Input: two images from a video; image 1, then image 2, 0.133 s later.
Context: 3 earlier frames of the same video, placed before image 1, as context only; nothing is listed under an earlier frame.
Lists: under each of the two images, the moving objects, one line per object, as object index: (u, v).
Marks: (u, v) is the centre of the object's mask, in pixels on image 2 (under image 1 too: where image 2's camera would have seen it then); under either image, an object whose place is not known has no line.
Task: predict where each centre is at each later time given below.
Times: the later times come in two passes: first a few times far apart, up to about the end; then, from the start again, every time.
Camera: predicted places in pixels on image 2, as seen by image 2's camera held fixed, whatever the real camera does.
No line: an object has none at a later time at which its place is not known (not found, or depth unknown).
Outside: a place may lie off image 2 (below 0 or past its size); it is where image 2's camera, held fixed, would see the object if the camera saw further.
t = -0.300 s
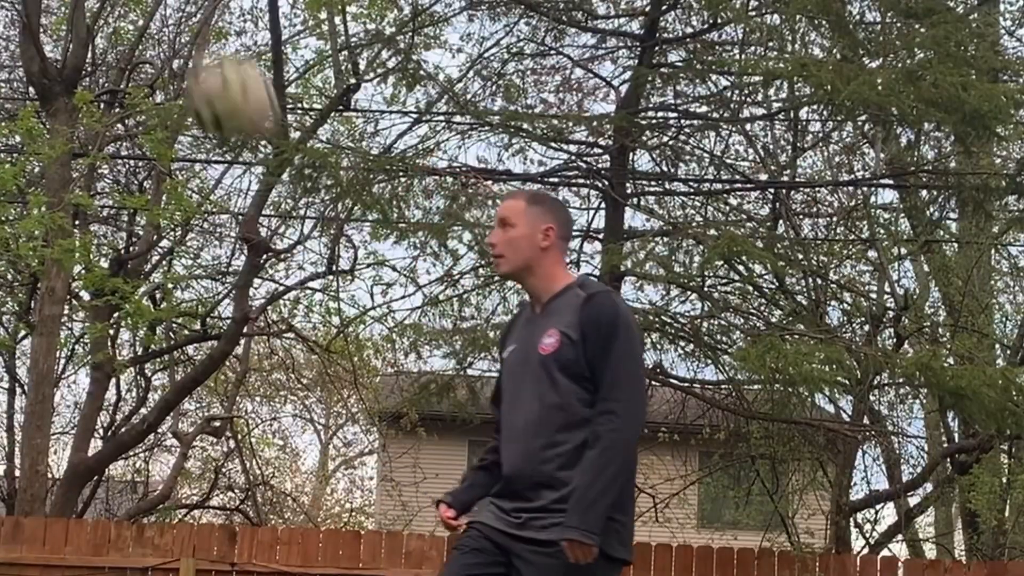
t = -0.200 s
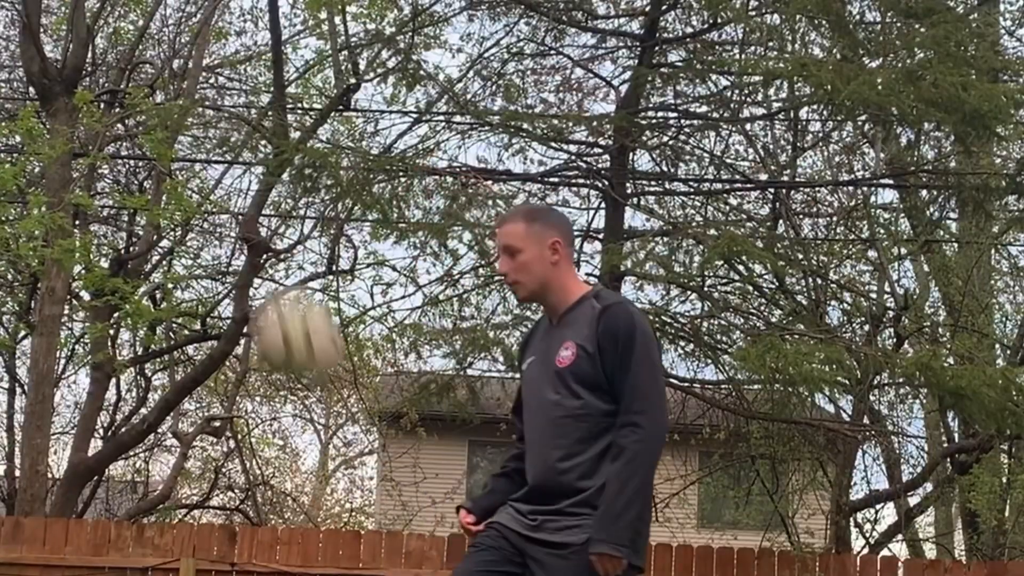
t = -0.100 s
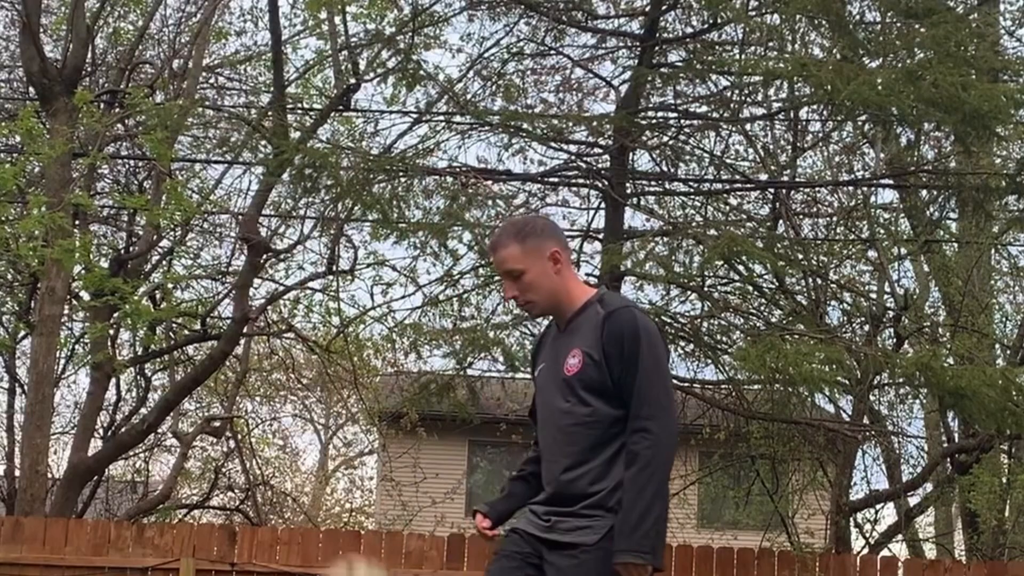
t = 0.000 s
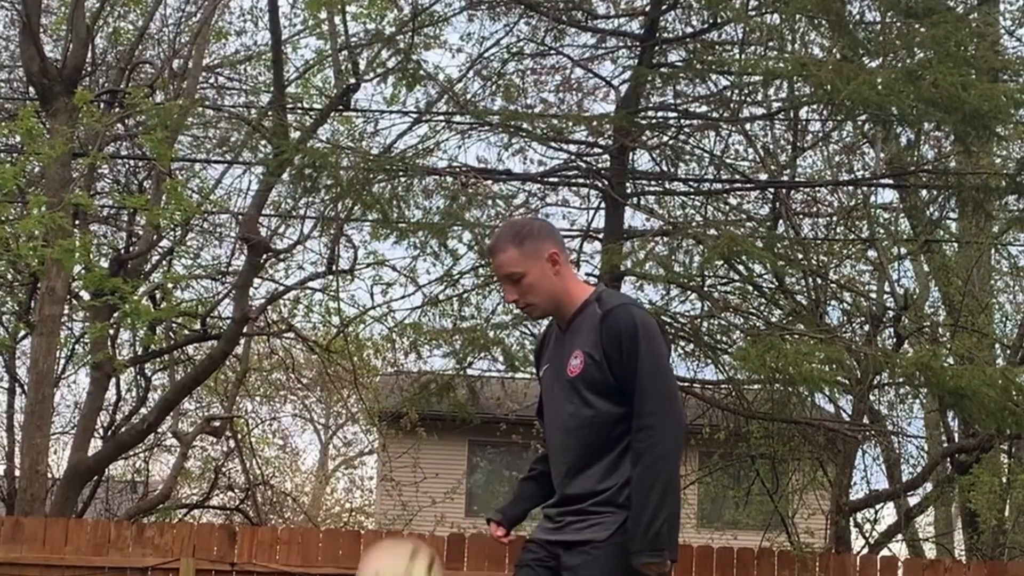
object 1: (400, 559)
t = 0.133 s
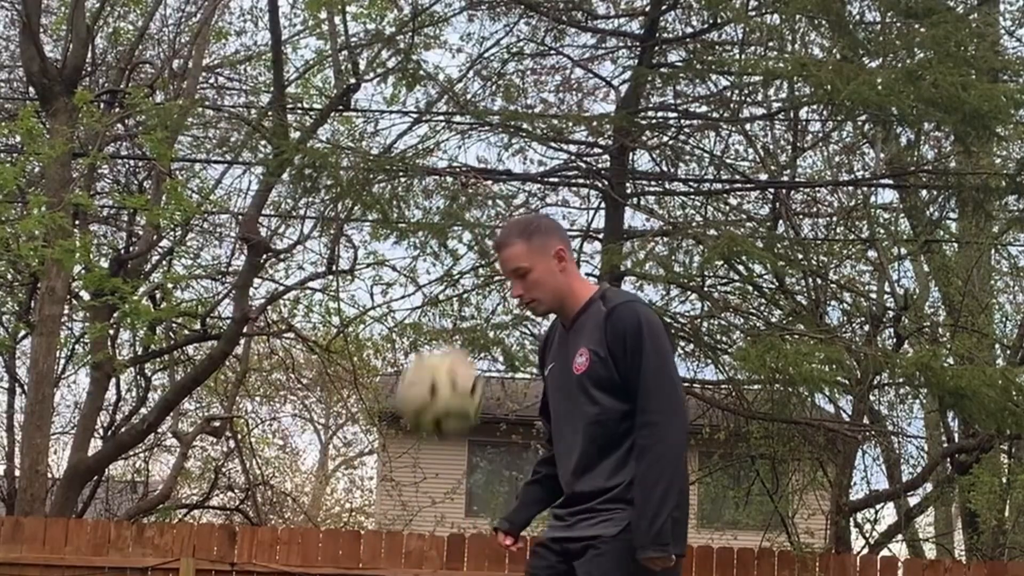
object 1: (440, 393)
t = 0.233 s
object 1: (469, 292)
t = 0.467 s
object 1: (529, 213)
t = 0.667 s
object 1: (572, 297)
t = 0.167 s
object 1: (451, 358)
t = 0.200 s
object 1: (460, 321)
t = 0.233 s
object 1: (469, 292)
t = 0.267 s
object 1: (479, 267)
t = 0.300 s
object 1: (486, 248)
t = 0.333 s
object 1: (495, 233)
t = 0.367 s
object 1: (504, 223)
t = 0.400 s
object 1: (513, 215)
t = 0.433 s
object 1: (521, 213)
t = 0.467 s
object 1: (529, 213)
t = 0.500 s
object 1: (535, 217)
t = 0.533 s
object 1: (543, 225)
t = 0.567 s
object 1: (550, 236)
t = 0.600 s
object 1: (557, 252)
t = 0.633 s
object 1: (565, 272)
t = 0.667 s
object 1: (572, 297)
